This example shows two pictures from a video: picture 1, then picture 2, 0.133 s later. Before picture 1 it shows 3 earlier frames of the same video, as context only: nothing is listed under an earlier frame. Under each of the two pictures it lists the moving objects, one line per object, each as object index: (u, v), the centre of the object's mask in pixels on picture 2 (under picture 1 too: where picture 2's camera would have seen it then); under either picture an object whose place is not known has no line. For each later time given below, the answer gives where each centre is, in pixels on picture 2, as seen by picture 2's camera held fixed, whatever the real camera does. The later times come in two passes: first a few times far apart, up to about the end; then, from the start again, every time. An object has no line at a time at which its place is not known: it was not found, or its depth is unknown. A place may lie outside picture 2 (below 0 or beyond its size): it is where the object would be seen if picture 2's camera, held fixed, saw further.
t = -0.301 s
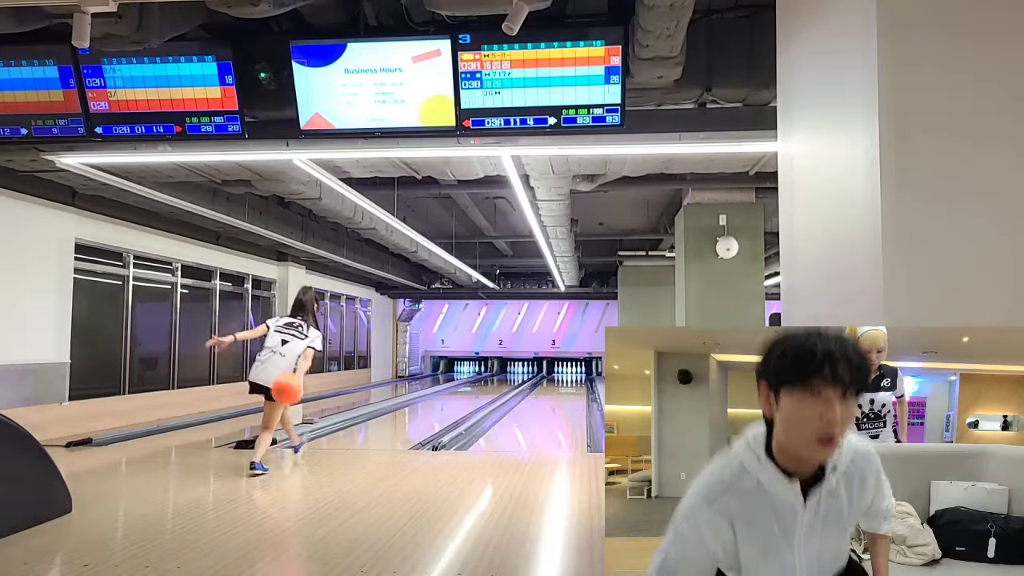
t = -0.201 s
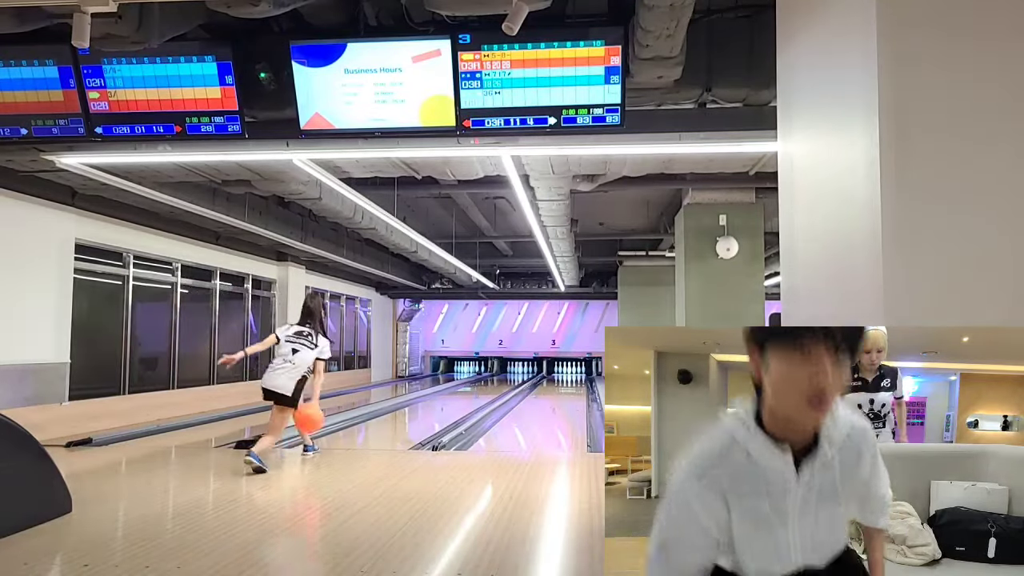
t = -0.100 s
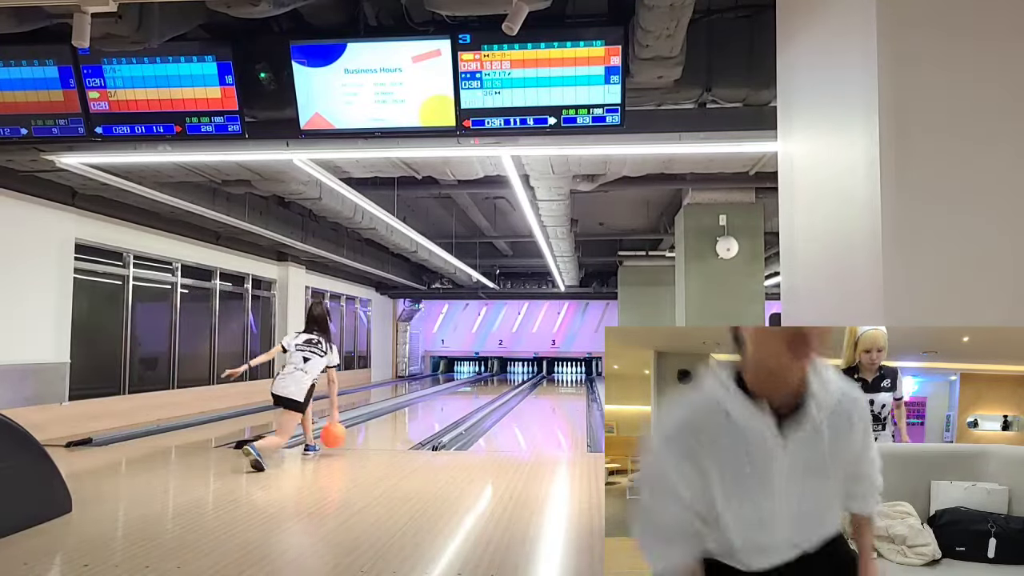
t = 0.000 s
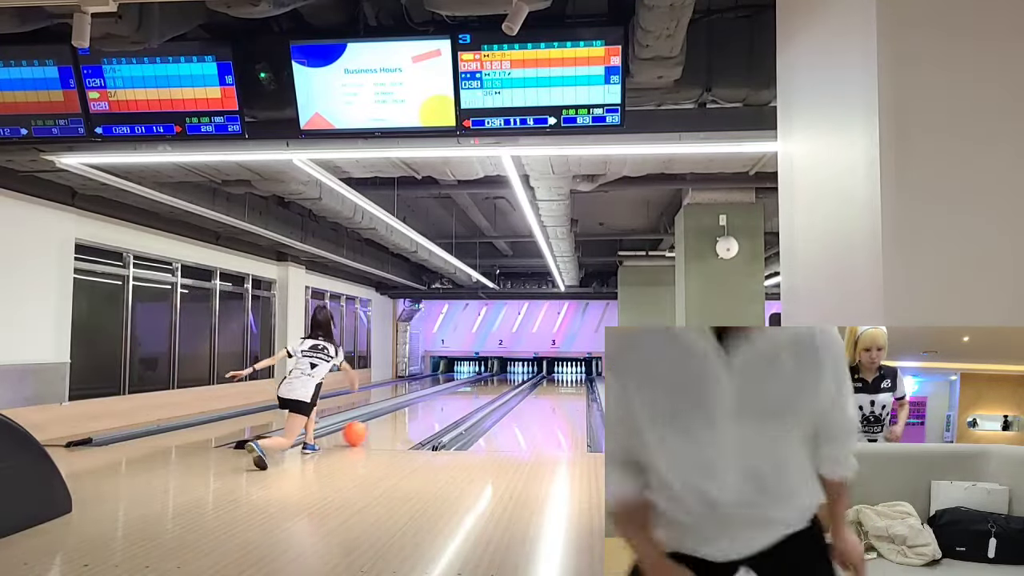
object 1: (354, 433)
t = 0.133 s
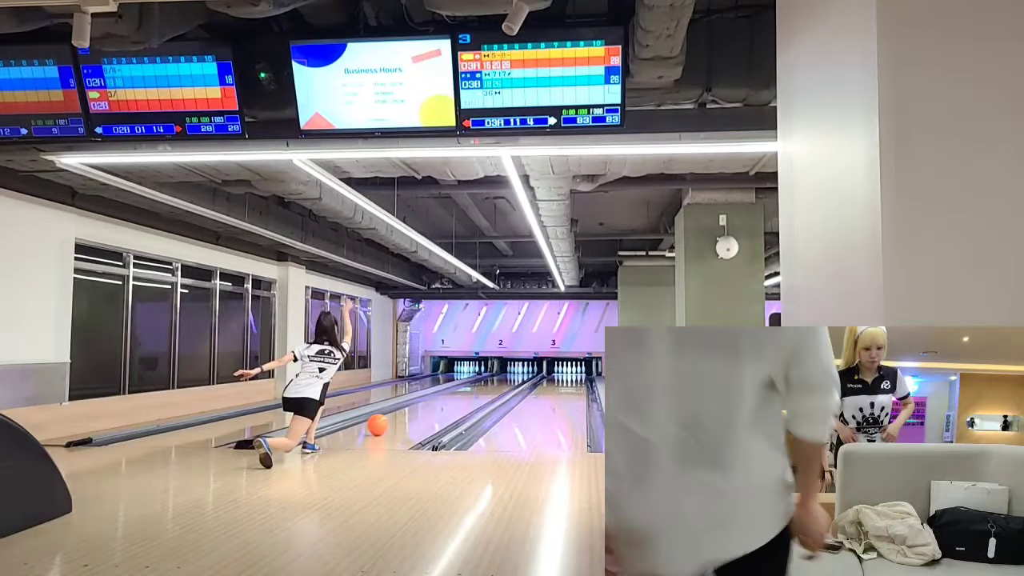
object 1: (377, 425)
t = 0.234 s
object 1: (391, 419)
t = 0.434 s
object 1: (414, 410)
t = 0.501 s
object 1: (421, 407)
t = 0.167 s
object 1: (383, 422)
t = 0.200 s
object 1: (387, 421)
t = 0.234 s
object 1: (391, 419)
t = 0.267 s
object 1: (396, 417)
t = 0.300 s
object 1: (400, 416)
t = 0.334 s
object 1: (404, 414)
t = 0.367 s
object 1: (408, 412)
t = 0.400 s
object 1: (411, 411)
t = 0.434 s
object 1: (414, 410)
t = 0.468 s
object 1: (418, 408)
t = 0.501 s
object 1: (421, 407)
